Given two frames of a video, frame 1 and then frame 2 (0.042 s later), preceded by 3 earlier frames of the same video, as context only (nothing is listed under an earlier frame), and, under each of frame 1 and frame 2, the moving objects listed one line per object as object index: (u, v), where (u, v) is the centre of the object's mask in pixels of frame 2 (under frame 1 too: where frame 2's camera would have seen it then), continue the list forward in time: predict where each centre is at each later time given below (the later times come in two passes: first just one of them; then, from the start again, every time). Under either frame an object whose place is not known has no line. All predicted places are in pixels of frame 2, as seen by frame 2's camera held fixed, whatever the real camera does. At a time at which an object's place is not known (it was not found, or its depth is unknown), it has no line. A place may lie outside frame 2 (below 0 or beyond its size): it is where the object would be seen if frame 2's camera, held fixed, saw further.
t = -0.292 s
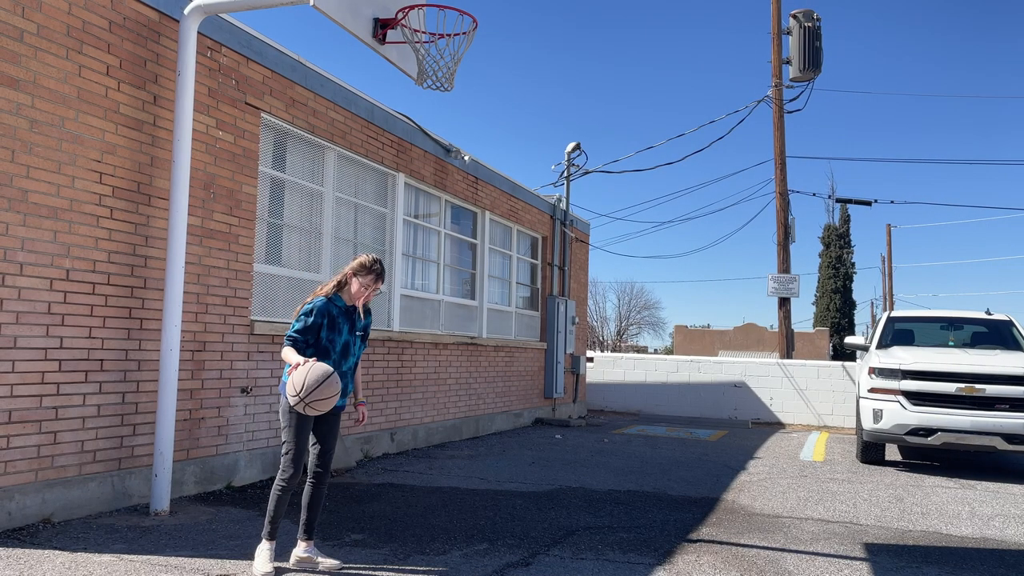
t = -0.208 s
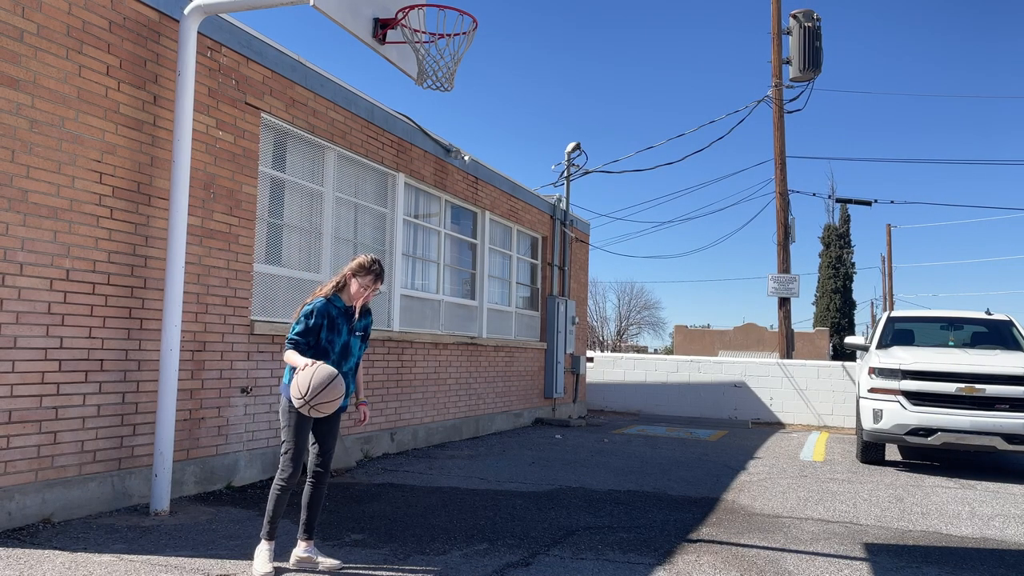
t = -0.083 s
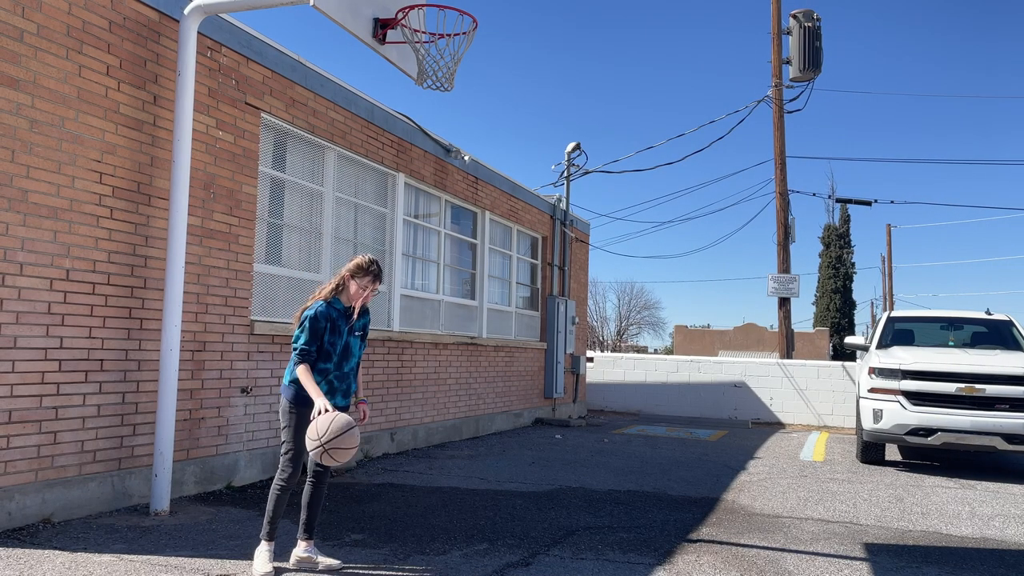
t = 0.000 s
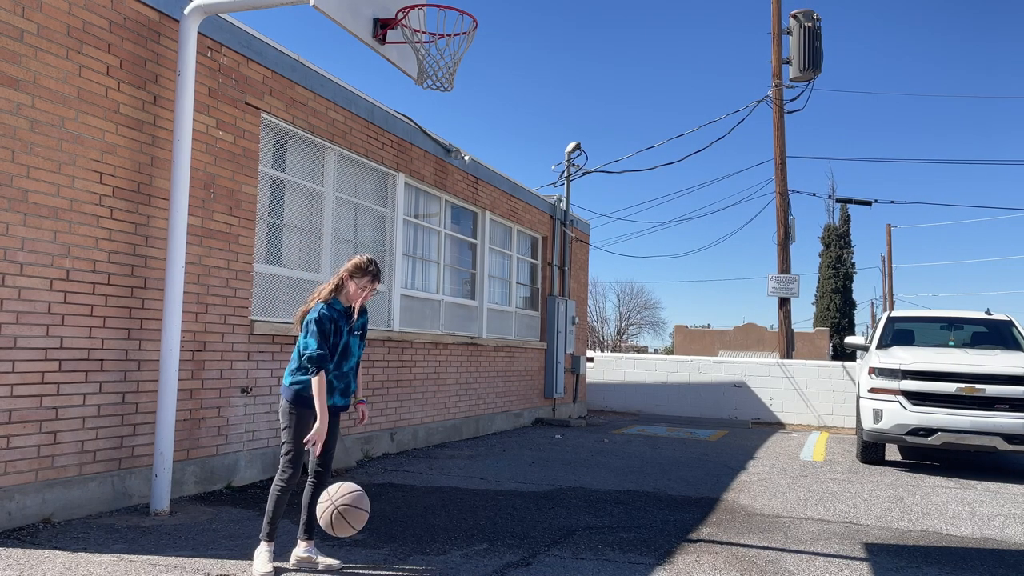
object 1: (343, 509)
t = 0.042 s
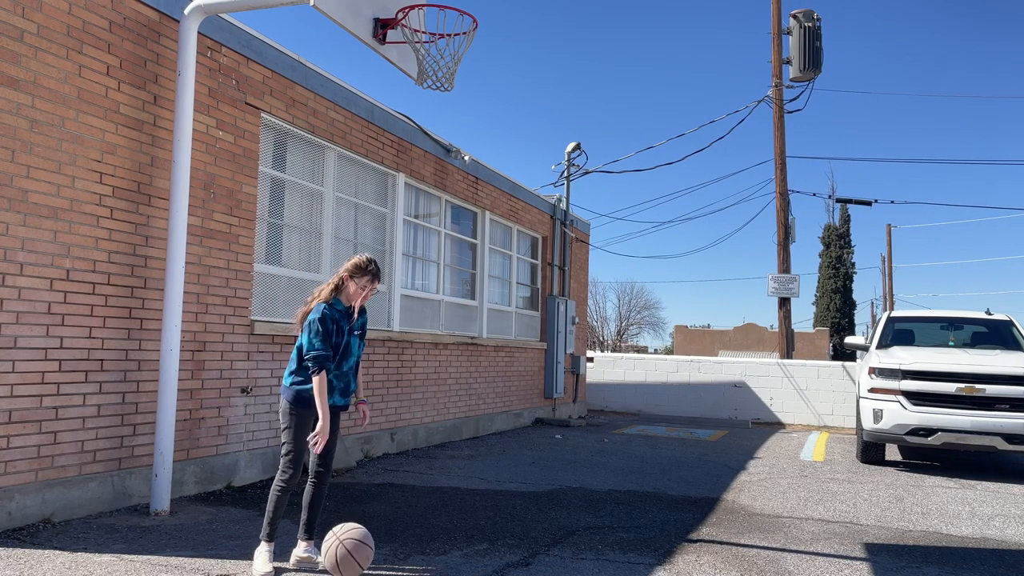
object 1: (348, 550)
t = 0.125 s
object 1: (361, 509)
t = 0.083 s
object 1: (354, 542)
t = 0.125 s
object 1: (361, 509)
